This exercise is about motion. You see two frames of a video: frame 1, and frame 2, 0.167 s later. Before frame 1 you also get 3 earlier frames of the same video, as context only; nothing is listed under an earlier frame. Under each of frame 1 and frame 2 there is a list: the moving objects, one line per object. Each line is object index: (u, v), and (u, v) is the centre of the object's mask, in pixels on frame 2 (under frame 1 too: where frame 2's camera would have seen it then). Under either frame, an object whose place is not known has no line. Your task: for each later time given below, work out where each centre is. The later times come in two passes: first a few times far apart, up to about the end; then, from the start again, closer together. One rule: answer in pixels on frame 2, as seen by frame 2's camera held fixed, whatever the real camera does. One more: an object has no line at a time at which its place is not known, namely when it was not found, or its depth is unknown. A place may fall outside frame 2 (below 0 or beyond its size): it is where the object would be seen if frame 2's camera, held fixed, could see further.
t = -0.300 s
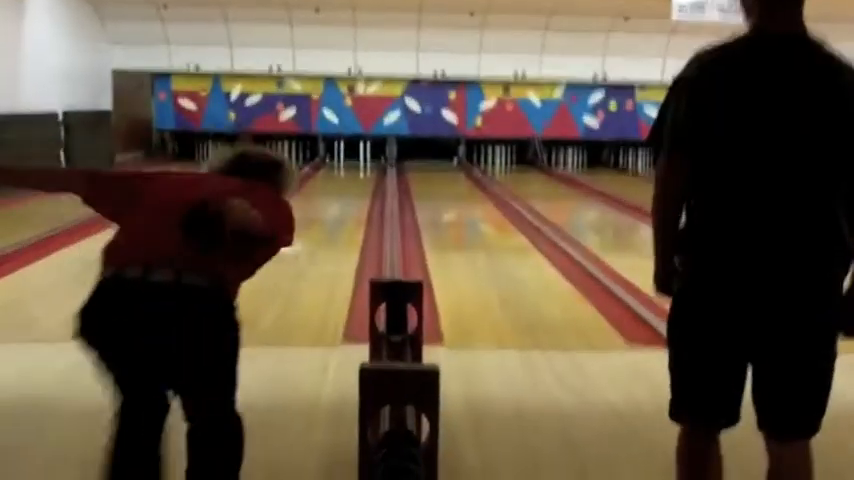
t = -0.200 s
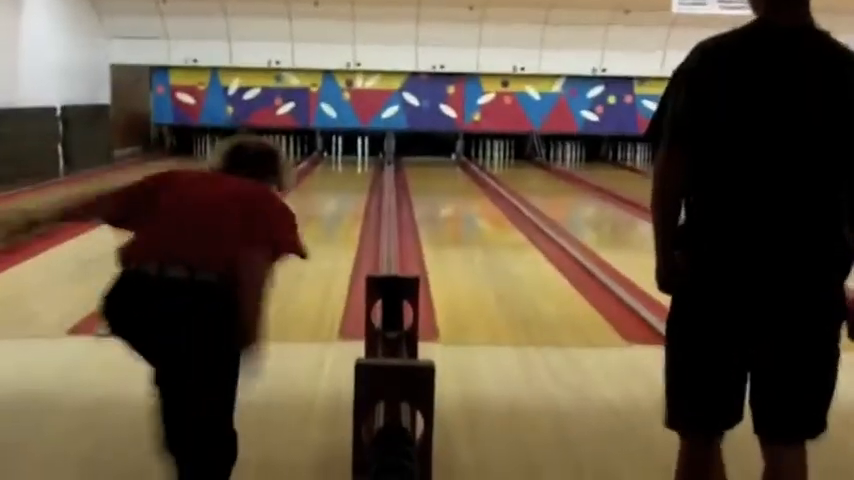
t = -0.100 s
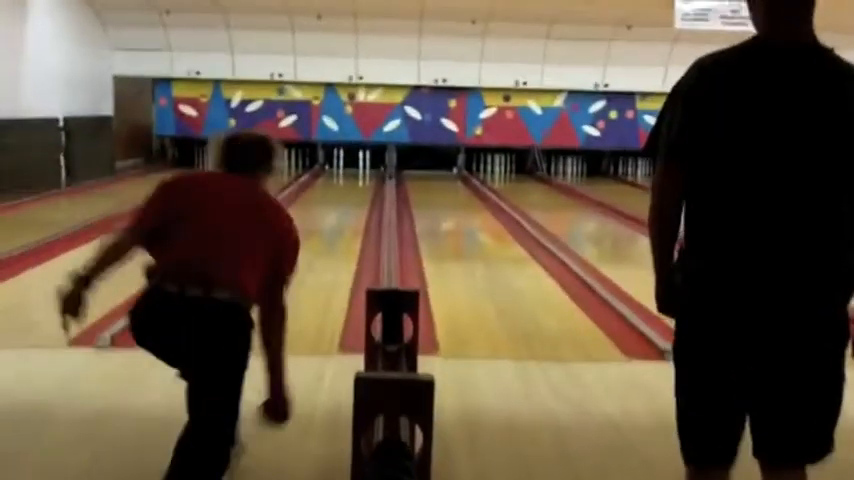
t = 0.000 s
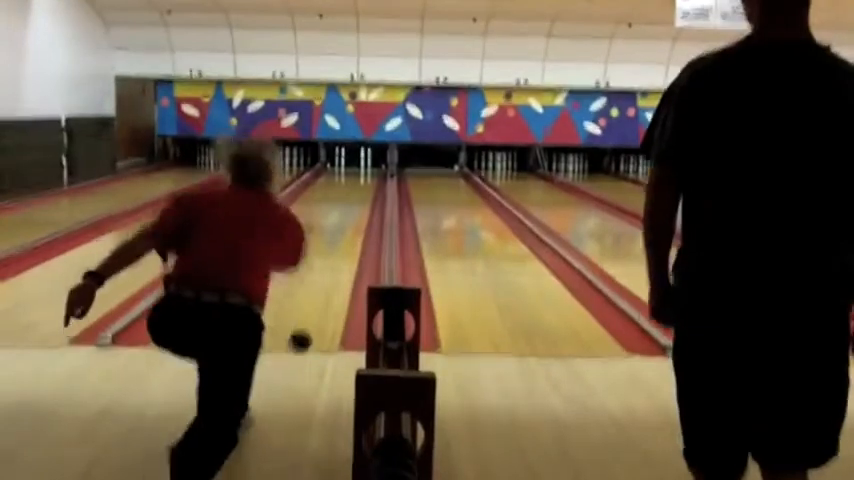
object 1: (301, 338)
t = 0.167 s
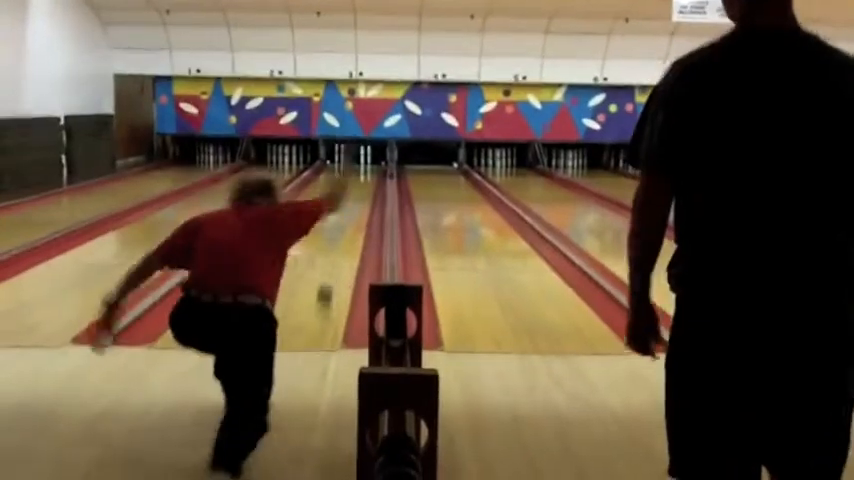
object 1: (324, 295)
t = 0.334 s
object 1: (336, 250)
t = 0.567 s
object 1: (343, 218)
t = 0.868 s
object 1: (351, 193)
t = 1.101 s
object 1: (354, 180)
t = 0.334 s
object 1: (336, 250)
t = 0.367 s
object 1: (337, 247)
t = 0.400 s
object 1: (338, 241)
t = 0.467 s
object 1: (340, 230)
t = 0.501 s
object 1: (341, 226)
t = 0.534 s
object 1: (342, 221)
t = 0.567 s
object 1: (343, 218)
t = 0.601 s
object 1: (345, 214)
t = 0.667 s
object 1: (346, 207)
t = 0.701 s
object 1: (347, 204)
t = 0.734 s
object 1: (347, 202)
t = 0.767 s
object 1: (348, 199)
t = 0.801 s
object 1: (349, 197)
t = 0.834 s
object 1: (350, 194)
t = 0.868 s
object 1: (351, 193)
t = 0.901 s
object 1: (351, 191)
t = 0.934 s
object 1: (351, 188)
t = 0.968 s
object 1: (351, 186)
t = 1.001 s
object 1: (352, 185)
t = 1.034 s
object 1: (352, 183)
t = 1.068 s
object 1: (354, 181)
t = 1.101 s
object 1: (354, 180)
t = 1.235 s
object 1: (355, 172)
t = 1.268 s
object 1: (355, 173)
